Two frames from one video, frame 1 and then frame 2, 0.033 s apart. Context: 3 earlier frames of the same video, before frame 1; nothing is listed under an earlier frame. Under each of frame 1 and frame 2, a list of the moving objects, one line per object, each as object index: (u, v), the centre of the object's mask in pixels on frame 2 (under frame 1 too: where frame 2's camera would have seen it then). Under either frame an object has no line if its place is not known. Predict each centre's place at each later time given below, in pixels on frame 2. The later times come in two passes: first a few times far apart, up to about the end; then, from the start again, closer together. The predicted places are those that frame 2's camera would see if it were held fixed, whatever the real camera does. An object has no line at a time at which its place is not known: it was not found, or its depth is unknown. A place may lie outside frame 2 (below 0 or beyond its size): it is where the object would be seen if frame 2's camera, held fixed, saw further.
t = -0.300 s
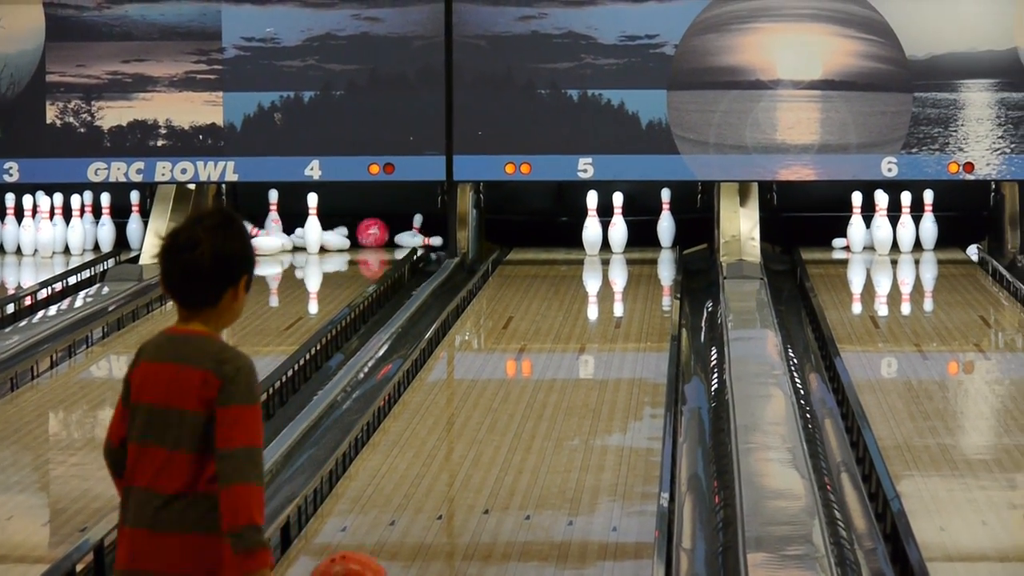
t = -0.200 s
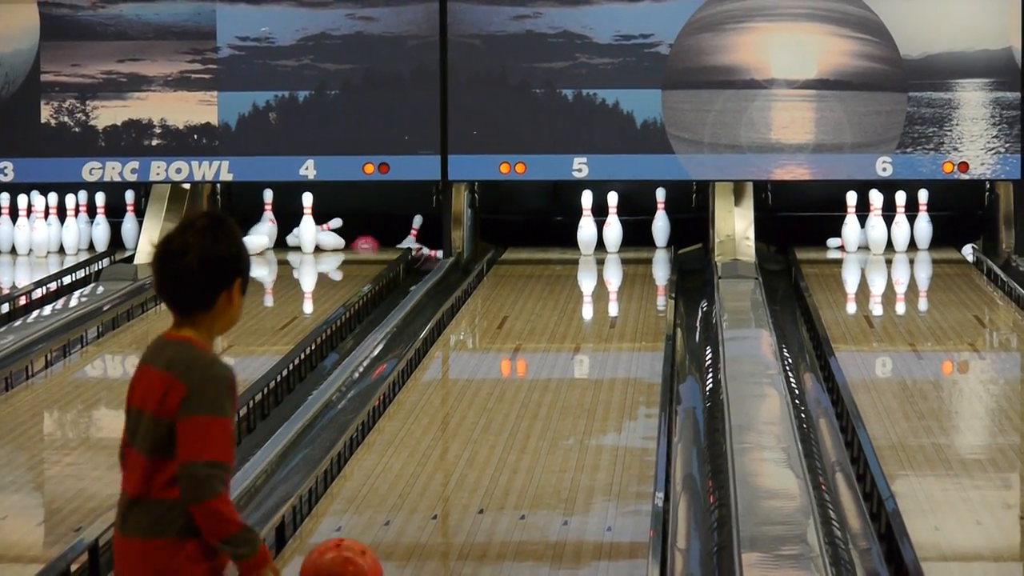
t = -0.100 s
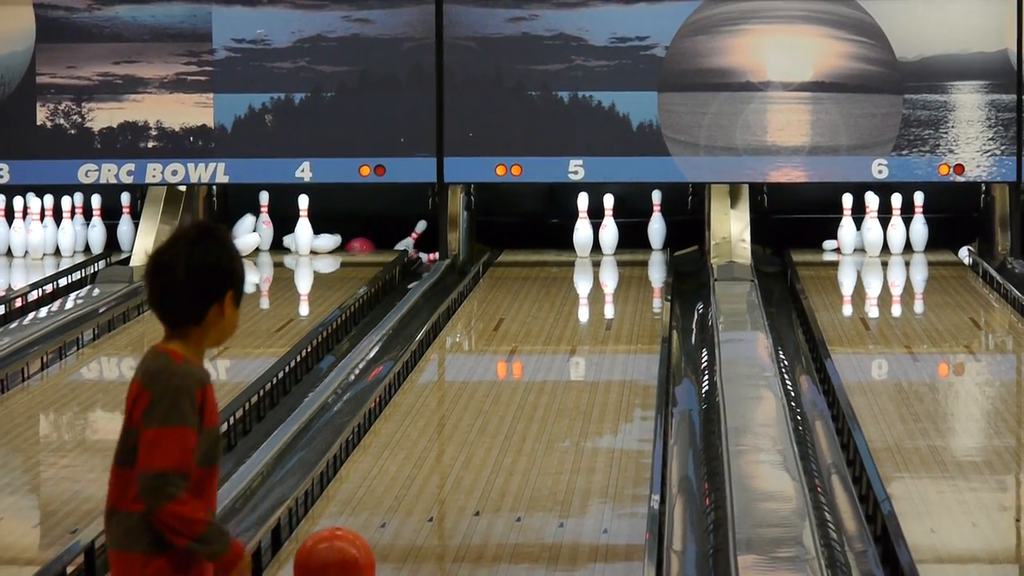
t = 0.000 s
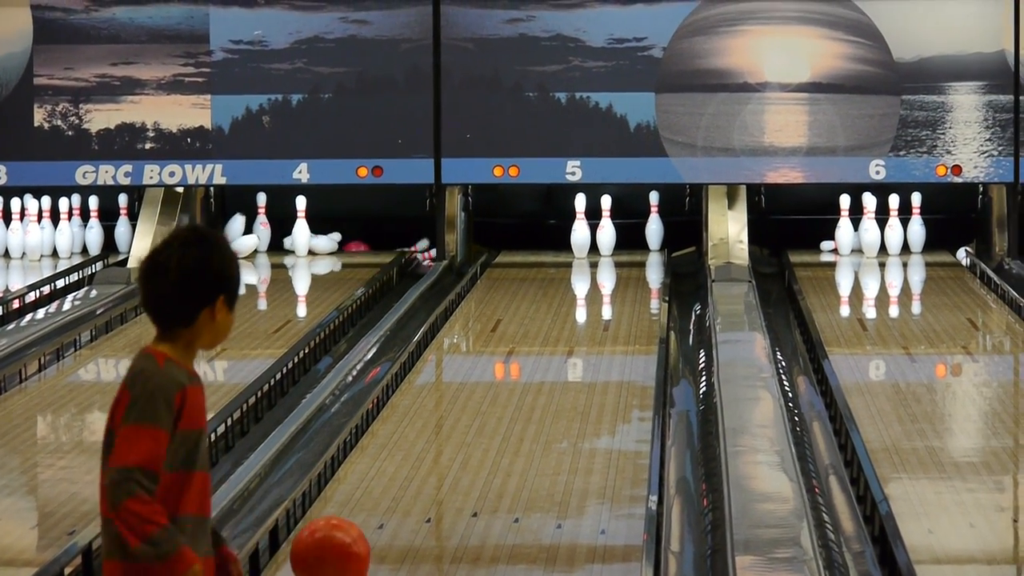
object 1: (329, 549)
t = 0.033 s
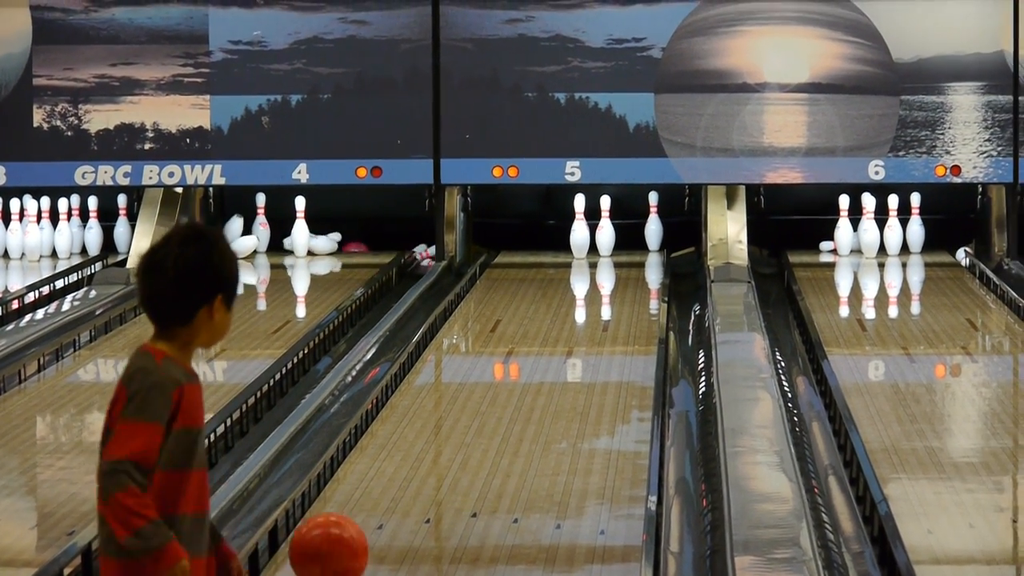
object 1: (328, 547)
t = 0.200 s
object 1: (326, 532)
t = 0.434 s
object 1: (320, 508)
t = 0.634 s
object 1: (326, 490)
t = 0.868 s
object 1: (351, 473)
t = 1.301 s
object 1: (390, 443)
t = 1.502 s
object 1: (406, 431)
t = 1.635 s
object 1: (415, 423)
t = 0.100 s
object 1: (327, 541)
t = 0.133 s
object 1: (327, 539)
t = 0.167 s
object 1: (326, 536)
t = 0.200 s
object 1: (326, 532)
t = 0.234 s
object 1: (325, 528)
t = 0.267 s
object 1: (324, 525)
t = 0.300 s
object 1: (324, 521)
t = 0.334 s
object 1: (322, 518)
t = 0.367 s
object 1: (322, 514)
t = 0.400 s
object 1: (321, 511)
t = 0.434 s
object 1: (320, 508)
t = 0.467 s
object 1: (320, 505)
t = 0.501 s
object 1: (319, 502)
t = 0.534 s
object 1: (319, 499)
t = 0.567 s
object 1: (319, 496)
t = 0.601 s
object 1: (321, 494)
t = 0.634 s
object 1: (326, 490)
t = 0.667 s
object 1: (330, 486)
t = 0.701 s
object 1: (334, 484)
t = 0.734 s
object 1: (337, 482)
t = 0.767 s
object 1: (340, 480)
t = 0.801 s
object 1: (344, 478)
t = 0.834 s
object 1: (347, 475)
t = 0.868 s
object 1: (351, 473)
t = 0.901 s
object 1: (354, 470)
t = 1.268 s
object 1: (388, 445)
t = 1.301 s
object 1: (390, 443)
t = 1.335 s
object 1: (393, 441)
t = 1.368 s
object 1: (396, 439)
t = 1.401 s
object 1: (398, 437)
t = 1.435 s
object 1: (401, 434)
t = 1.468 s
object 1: (403, 433)
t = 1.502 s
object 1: (406, 431)
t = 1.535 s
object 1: (408, 429)
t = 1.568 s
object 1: (411, 427)
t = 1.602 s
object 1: (413, 425)
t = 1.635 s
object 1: (415, 423)
